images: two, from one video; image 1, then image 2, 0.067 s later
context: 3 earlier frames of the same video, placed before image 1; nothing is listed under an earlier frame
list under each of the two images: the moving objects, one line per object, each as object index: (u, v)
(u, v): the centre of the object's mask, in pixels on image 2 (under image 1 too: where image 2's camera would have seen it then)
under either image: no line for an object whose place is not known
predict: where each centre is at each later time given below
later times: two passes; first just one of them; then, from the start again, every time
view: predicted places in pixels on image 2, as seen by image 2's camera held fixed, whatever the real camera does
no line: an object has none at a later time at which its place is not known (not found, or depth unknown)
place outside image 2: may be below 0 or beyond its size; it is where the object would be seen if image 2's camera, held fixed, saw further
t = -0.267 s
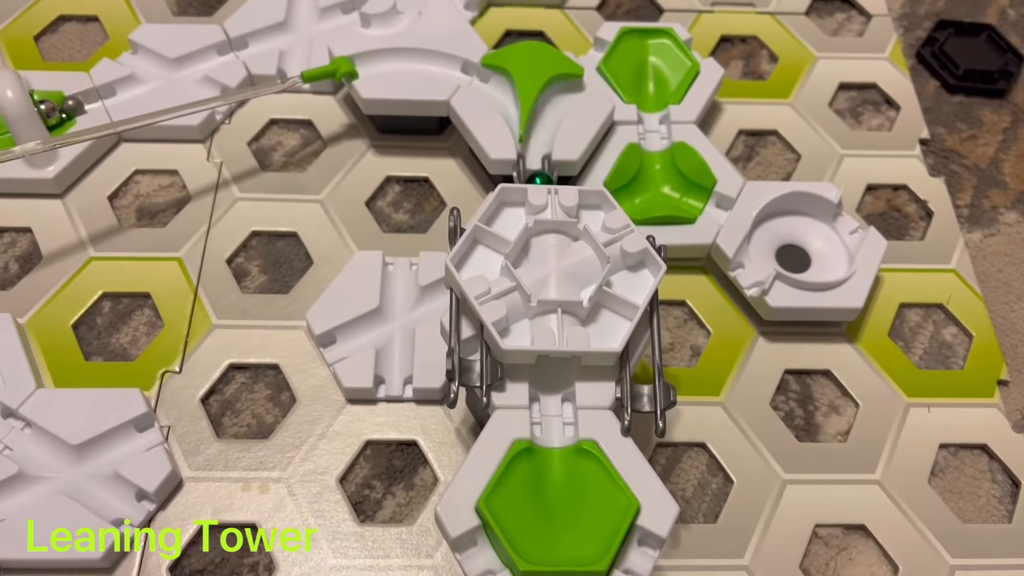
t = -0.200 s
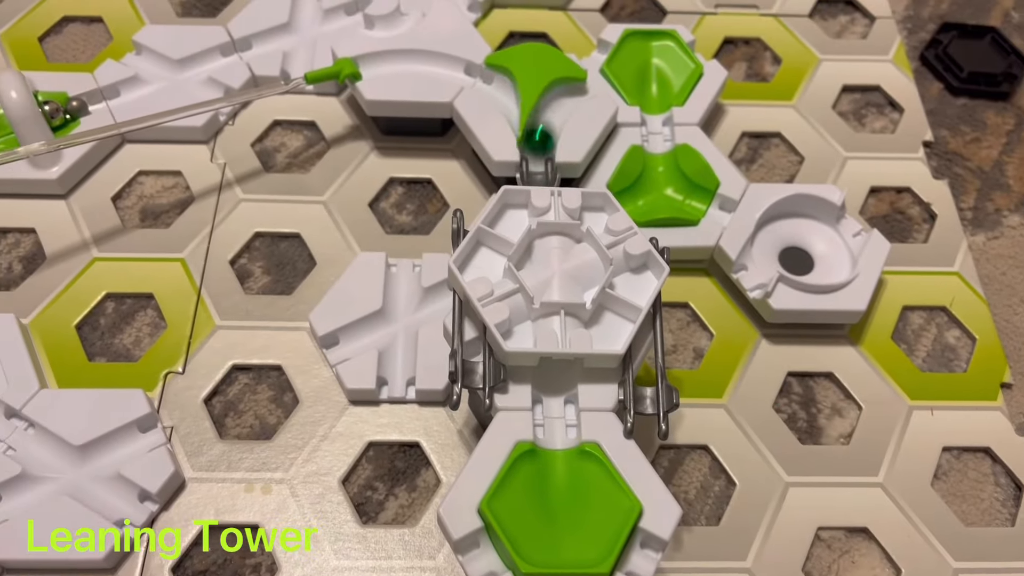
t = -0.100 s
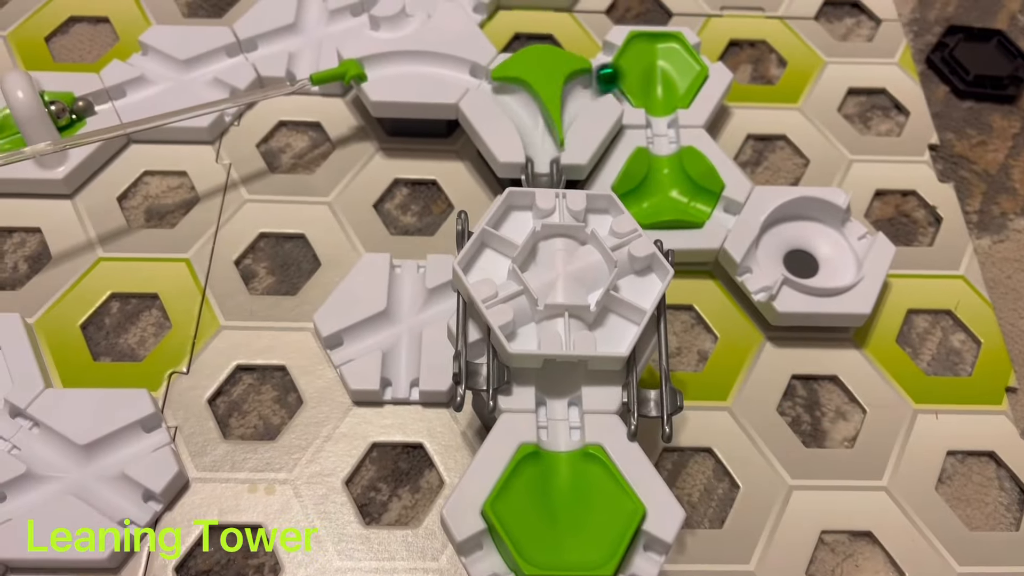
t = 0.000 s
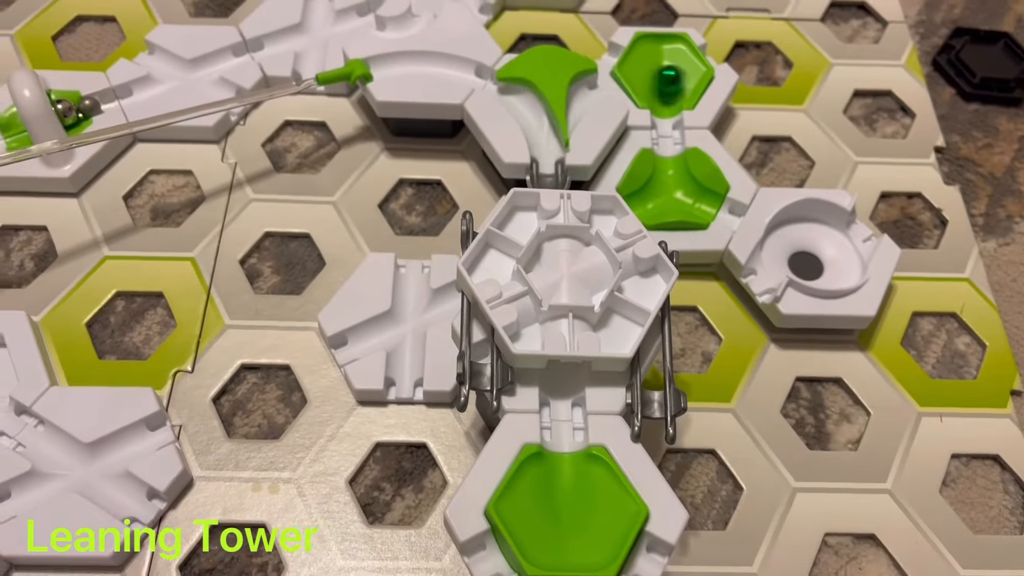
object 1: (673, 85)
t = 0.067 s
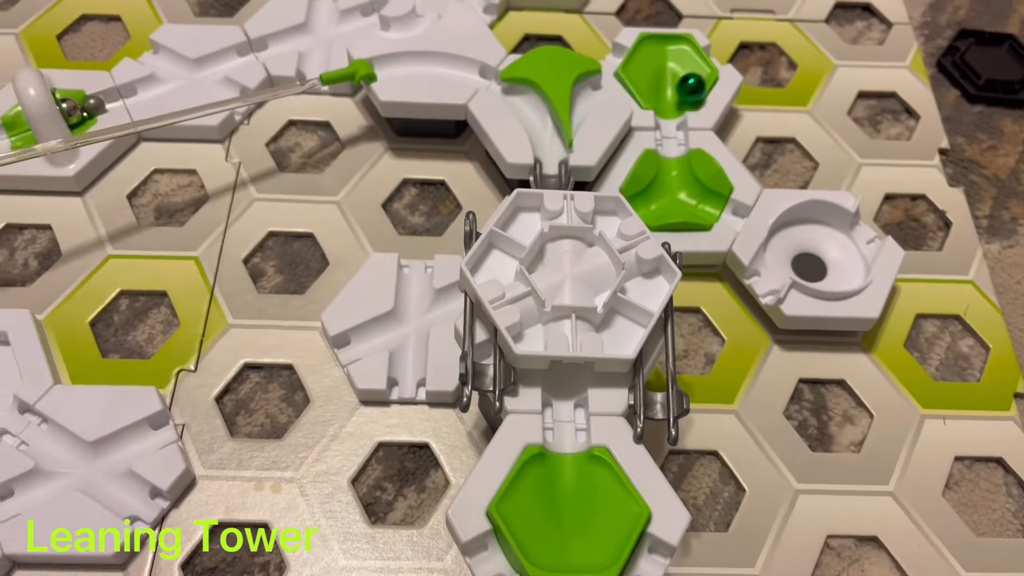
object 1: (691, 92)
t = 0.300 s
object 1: (669, 105)
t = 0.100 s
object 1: (680, 95)
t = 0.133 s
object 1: (665, 98)
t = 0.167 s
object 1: (662, 97)
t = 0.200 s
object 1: (667, 100)
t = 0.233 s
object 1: (673, 100)
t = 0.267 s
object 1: (670, 103)
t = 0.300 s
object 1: (669, 105)
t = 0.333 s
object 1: (671, 107)
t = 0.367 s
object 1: (671, 110)
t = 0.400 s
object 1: (670, 112)
